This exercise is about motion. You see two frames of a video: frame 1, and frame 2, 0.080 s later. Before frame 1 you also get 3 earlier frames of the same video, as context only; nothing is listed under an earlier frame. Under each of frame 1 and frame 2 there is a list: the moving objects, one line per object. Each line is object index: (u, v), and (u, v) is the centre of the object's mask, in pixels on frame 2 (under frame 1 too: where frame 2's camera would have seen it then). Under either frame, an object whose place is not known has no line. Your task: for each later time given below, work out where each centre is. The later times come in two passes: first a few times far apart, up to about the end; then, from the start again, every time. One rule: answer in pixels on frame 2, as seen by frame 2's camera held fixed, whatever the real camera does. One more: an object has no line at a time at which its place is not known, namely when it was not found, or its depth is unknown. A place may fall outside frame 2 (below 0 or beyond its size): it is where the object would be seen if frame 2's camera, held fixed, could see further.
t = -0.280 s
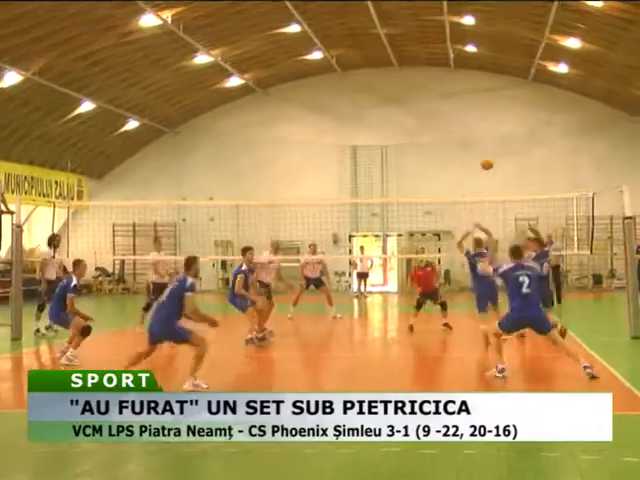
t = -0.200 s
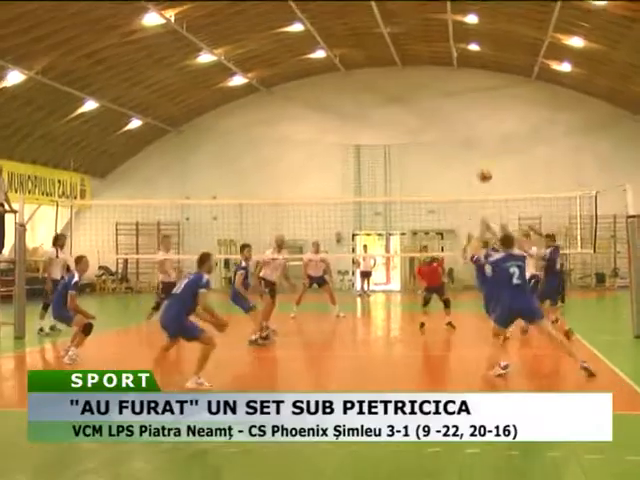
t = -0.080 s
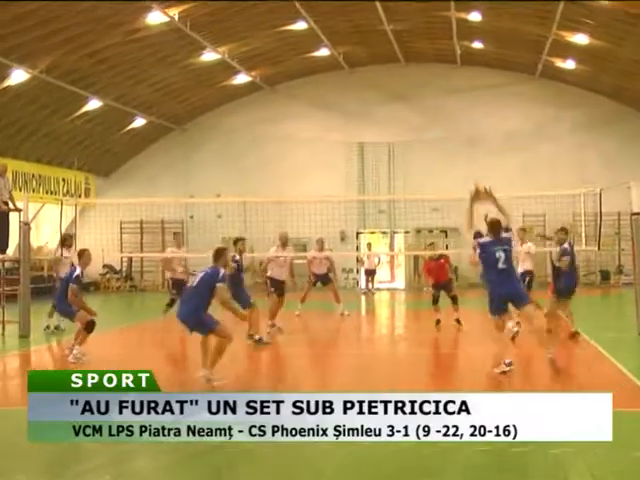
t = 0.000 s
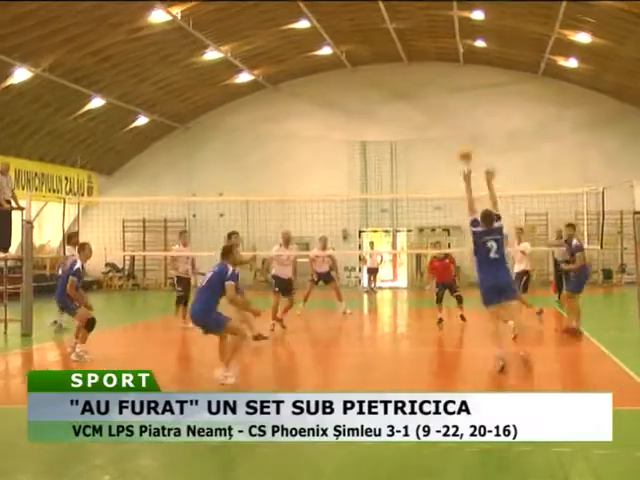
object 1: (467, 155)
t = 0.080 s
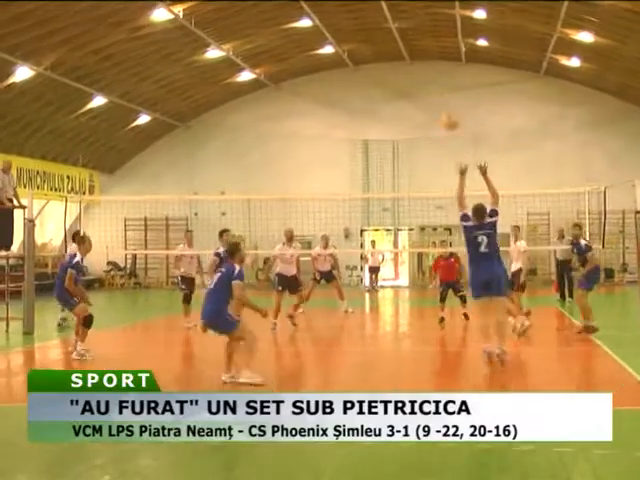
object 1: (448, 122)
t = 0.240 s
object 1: (418, 76)
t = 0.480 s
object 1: (377, 48)
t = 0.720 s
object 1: (340, 60)
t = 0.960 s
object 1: (305, 110)
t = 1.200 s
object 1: (274, 197)
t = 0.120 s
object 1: (439, 107)
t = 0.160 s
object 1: (433, 96)
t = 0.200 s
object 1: (429, 86)
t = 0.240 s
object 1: (418, 76)
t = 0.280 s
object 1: (412, 69)
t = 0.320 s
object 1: (404, 61)
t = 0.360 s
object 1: (397, 57)
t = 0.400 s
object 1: (391, 52)
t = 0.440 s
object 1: (382, 49)
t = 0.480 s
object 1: (377, 48)
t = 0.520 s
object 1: (370, 47)
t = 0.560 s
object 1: (364, 47)
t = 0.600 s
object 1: (358, 48)
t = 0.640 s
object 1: (353, 52)
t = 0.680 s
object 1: (345, 53)
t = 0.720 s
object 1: (340, 60)
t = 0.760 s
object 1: (335, 64)
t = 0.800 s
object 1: (328, 72)
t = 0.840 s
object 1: (323, 79)
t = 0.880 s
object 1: (317, 91)
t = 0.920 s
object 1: (311, 99)
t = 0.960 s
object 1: (305, 110)
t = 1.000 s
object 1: (300, 123)
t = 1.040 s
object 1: (295, 135)
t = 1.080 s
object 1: (290, 150)
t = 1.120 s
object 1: (285, 166)
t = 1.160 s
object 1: (279, 181)
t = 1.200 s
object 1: (274, 197)
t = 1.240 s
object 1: (269, 216)
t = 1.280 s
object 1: (263, 238)
